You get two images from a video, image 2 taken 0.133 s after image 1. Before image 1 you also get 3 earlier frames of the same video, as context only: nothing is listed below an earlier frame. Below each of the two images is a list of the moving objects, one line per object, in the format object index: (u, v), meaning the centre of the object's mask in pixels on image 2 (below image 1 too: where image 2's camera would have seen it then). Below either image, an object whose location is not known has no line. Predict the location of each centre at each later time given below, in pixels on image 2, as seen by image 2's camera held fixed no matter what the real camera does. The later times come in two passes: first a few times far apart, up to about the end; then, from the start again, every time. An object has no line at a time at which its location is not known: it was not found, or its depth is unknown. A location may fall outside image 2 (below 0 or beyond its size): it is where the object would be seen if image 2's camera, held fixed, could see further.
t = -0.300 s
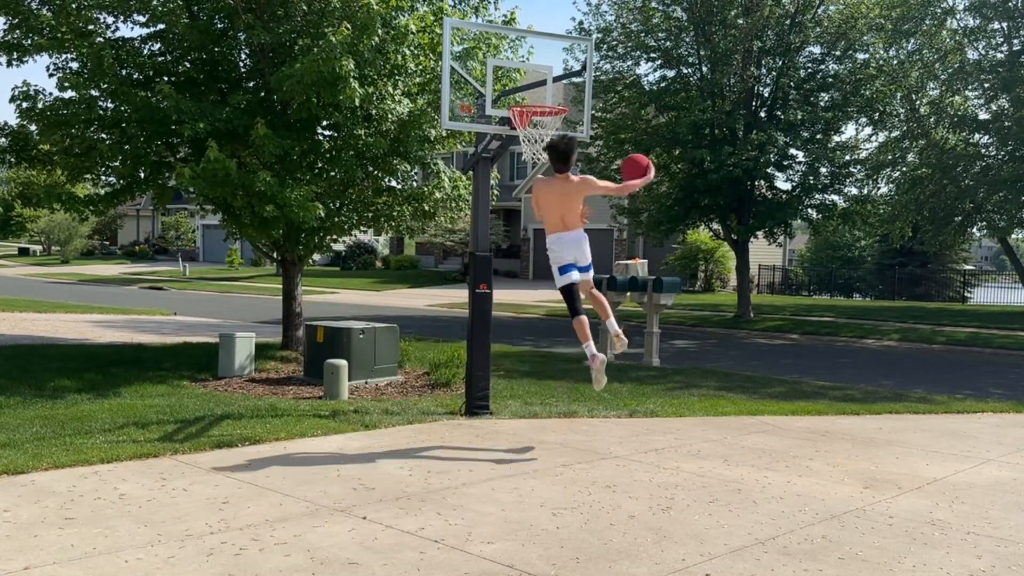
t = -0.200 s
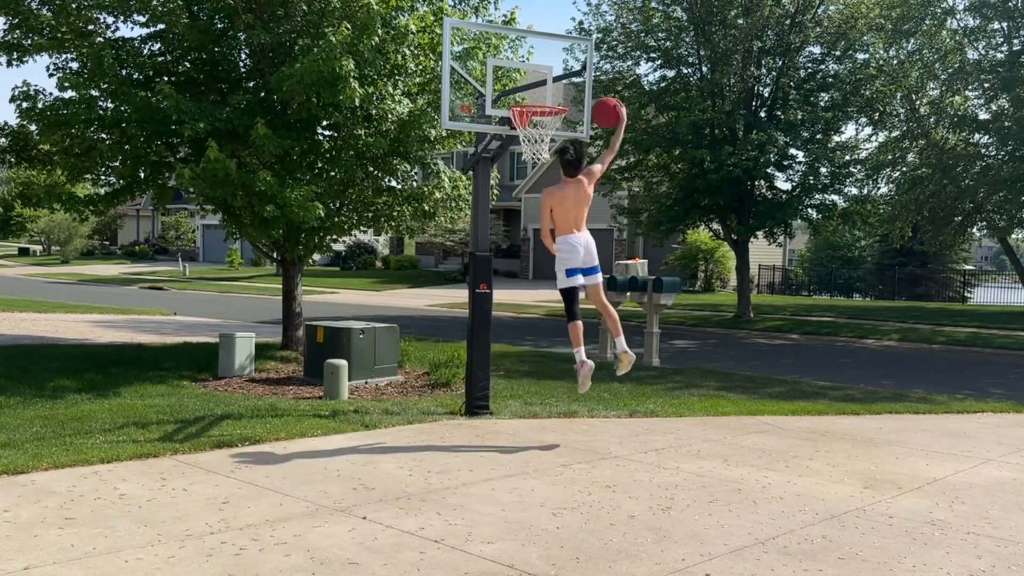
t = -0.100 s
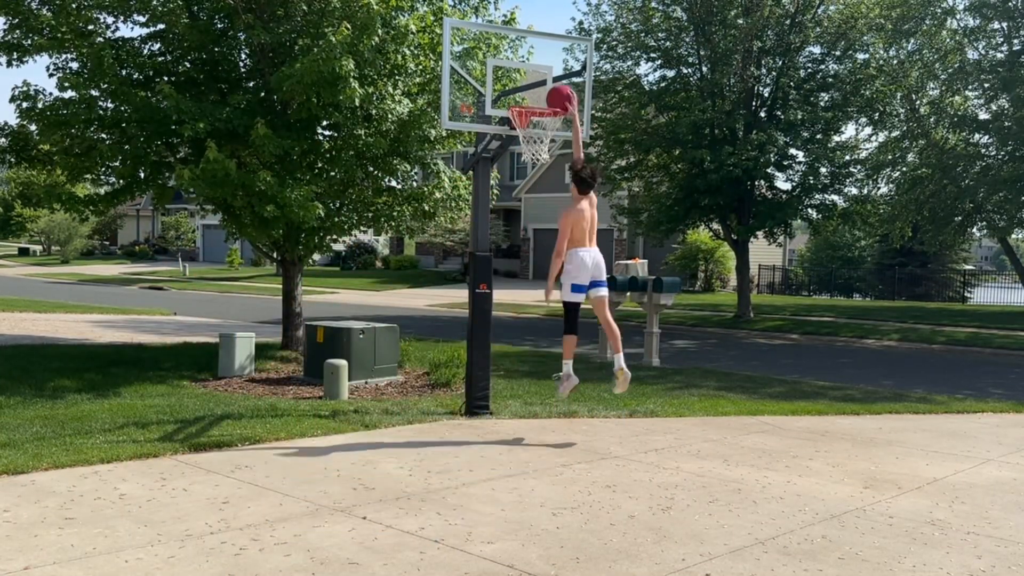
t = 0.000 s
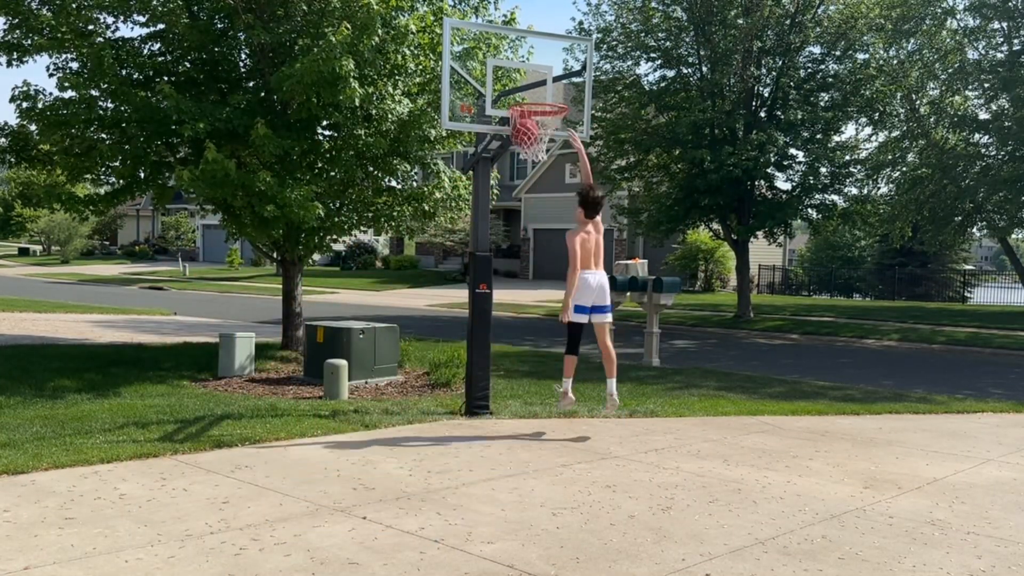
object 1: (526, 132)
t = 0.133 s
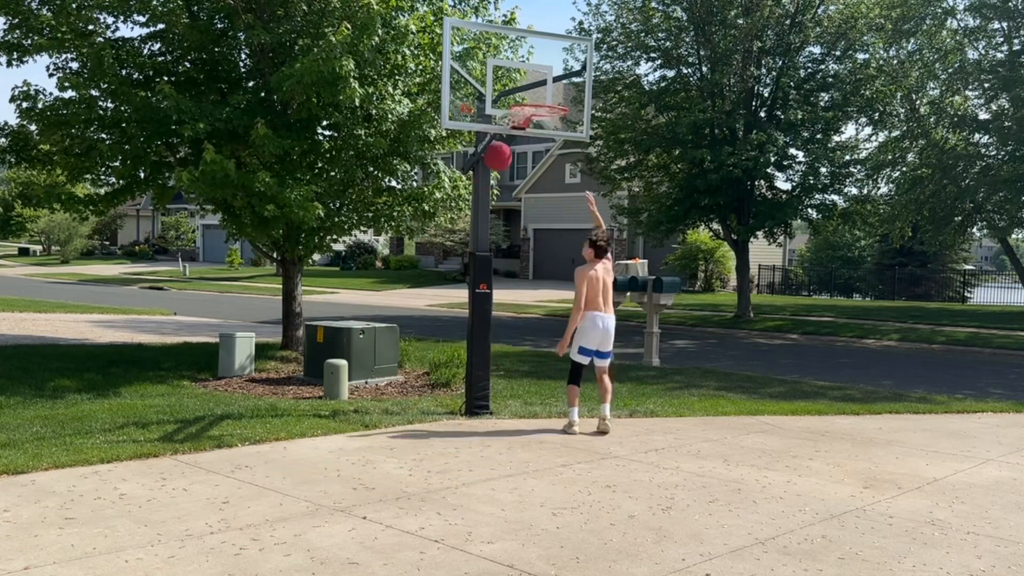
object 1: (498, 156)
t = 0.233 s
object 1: (480, 184)
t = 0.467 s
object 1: (436, 292)
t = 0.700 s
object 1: (401, 388)
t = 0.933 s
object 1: (399, 281)
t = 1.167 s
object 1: (396, 235)
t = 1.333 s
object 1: (394, 241)
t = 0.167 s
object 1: (492, 165)
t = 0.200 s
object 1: (486, 174)
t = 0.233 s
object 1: (480, 184)
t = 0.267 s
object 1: (474, 196)
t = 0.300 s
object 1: (467, 209)
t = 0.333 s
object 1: (461, 224)
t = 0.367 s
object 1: (455, 239)
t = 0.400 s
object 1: (449, 256)
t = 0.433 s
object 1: (442, 274)
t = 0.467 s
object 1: (436, 292)
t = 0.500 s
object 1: (430, 312)
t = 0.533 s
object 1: (424, 333)
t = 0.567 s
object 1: (417, 356)
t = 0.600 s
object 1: (410, 380)
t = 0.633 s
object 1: (403, 404)
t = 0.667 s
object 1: (401, 408)
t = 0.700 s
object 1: (401, 388)
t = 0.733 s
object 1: (401, 369)
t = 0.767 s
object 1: (400, 351)
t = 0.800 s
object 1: (400, 335)
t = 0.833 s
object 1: (400, 320)
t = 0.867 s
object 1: (400, 305)
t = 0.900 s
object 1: (399, 292)
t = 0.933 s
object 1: (399, 281)
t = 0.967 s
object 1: (399, 270)
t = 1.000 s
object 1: (398, 262)
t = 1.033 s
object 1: (398, 254)
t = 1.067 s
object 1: (398, 247)
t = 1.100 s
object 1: (397, 242)
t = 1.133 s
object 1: (397, 237)
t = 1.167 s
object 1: (396, 235)
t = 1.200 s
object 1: (396, 234)
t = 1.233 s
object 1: (396, 234)
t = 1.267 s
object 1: (395, 234)
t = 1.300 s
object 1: (394, 237)
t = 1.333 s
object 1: (394, 241)
